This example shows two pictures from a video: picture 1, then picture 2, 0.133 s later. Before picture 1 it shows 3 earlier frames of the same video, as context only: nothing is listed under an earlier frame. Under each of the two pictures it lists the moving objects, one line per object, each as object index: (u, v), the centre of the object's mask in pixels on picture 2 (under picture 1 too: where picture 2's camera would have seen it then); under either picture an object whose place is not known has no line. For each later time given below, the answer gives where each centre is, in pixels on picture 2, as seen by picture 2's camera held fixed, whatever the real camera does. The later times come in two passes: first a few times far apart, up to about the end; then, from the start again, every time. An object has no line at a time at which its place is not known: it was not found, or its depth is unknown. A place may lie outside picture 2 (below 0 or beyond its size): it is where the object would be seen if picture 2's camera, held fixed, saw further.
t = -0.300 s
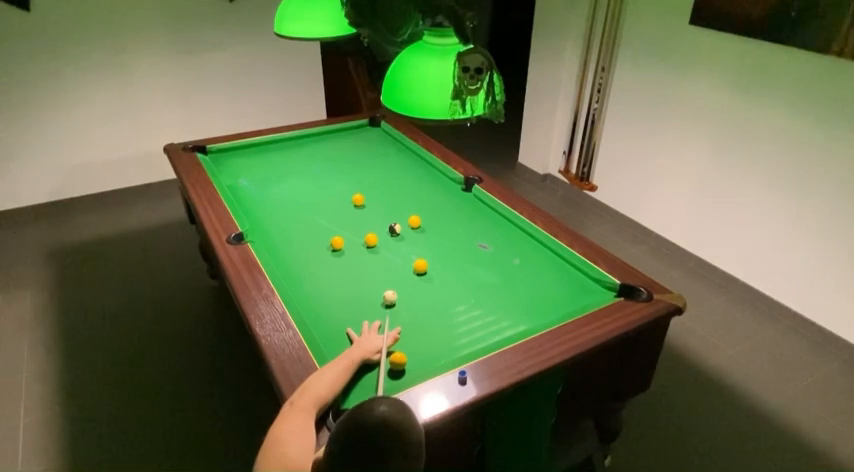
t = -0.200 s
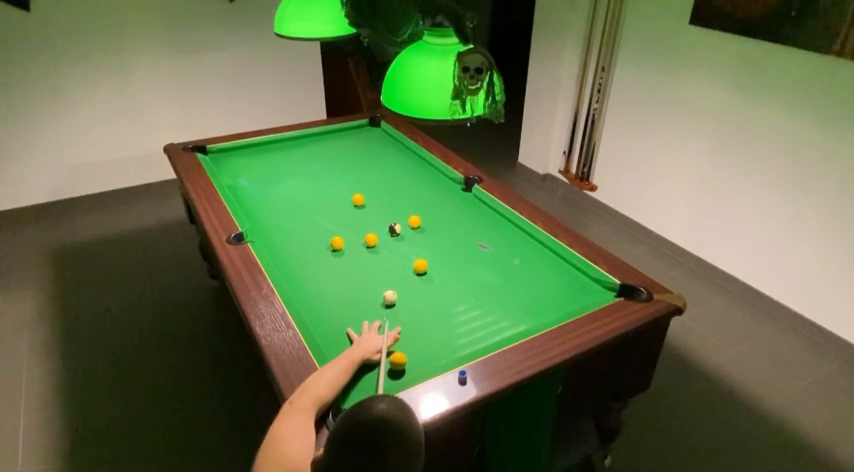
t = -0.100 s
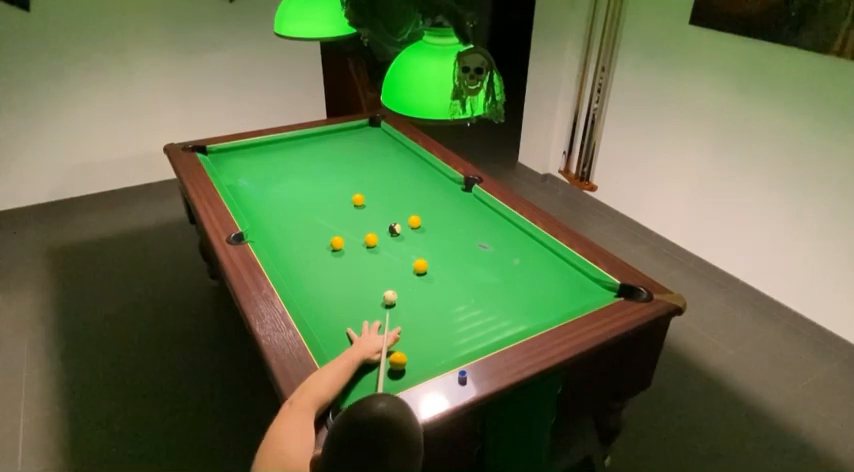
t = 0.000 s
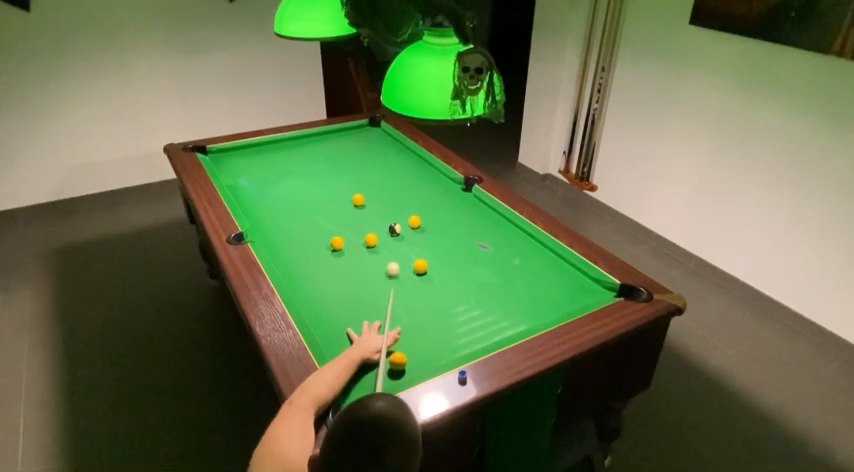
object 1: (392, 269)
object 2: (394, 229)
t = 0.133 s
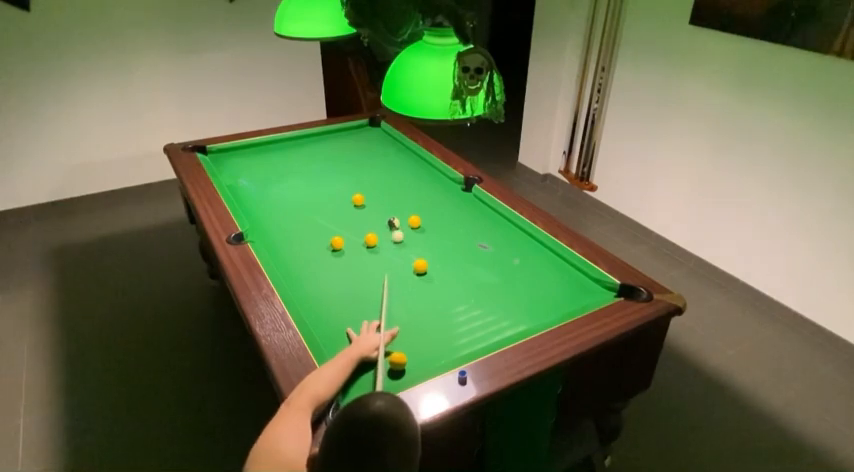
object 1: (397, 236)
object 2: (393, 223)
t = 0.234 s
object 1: (403, 237)
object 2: (390, 205)
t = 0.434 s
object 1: (414, 238)
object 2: (385, 180)
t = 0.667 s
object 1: (426, 239)
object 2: (381, 156)
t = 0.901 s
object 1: (437, 240)
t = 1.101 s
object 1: (446, 241)
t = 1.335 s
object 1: (455, 242)
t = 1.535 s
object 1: (462, 243)
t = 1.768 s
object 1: (470, 244)
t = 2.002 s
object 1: (475, 244)
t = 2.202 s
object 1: (480, 245)
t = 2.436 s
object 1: (484, 246)
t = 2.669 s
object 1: (487, 246)
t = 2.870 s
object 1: (489, 247)
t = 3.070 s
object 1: (490, 247)
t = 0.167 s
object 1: (399, 236)
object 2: (392, 216)
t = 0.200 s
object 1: (401, 237)
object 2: (391, 210)
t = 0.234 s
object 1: (403, 237)
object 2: (390, 205)
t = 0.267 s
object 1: (405, 237)
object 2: (389, 200)
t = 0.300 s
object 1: (407, 237)
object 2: (388, 195)
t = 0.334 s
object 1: (409, 237)
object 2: (387, 191)
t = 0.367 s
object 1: (411, 238)
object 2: (387, 187)
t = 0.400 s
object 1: (412, 238)
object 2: (386, 183)
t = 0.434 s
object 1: (414, 238)
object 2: (385, 180)
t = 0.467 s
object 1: (416, 238)
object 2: (385, 177)
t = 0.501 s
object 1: (418, 238)
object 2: (384, 173)
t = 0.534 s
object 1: (420, 239)
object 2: (383, 169)
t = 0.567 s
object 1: (421, 239)
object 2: (383, 165)
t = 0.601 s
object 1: (423, 239)
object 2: (382, 162)
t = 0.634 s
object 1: (425, 239)
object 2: (382, 159)
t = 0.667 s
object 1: (426, 239)
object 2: (381, 156)
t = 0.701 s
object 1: (428, 239)
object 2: (380, 153)
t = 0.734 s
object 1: (430, 239)
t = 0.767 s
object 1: (431, 240)
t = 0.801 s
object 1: (433, 240)
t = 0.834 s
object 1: (434, 240)
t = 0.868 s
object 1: (436, 240)
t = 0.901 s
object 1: (437, 240)
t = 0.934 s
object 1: (439, 241)
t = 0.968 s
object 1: (441, 241)
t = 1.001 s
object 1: (442, 241)
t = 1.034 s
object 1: (443, 241)
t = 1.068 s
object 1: (445, 241)
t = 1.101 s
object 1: (446, 241)
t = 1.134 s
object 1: (447, 241)
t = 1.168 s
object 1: (449, 241)
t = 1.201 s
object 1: (450, 242)
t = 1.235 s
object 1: (451, 242)
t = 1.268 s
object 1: (453, 242)
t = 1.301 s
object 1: (454, 242)
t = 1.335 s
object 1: (455, 242)
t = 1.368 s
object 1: (457, 242)
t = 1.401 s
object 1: (458, 242)
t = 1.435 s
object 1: (459, 243)
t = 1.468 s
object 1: (460, 243)
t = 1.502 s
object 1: (461, 243)
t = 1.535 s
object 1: (462, 243)
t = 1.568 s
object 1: (463, 243)
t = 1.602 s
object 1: (465, 243)
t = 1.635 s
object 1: (466, 243)
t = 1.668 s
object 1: (466, 244)
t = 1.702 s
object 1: (467, 244)
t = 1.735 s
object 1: (469, 244)
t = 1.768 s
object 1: (470, 244)
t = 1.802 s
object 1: (471, 244)
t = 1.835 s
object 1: (472, 244)
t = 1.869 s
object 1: (472, 244)
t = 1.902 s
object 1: (473, 244)
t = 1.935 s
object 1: (474, 244)
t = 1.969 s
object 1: (475, 244)
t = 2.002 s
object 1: (475, 244)
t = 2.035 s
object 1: (476, 245)
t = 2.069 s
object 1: (477, 245)
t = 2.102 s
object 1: (478, 245)
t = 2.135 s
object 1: (479, 245)
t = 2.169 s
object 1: (479, 245)
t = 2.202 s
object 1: (480, 245)
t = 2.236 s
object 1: (481, 245)
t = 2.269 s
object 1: (482, 245)
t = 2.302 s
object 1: (482, 245)
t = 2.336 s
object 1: (483, 245)
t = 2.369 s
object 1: (483, 246)
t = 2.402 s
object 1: (484, 246)
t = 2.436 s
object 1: (484, 246)
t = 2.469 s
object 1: (484, 246)
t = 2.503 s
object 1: (485, 246)
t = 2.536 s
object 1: (486, 246)
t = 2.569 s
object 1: (486, 246)
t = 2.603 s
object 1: (486, 246)
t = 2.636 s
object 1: (487, 246)
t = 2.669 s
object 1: (487, 246)
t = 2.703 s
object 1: (487, 246)
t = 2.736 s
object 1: (488, 246)
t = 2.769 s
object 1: (488, 246)
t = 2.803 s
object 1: (488, 246)
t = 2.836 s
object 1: (489, 247)
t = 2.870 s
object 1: (489, 247)
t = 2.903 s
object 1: (489, 247)
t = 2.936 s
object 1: (489, 247)
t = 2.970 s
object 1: (489, 247)
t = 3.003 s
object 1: (489, 247)
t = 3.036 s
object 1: (489, 247)
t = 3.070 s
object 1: (490, 247)
